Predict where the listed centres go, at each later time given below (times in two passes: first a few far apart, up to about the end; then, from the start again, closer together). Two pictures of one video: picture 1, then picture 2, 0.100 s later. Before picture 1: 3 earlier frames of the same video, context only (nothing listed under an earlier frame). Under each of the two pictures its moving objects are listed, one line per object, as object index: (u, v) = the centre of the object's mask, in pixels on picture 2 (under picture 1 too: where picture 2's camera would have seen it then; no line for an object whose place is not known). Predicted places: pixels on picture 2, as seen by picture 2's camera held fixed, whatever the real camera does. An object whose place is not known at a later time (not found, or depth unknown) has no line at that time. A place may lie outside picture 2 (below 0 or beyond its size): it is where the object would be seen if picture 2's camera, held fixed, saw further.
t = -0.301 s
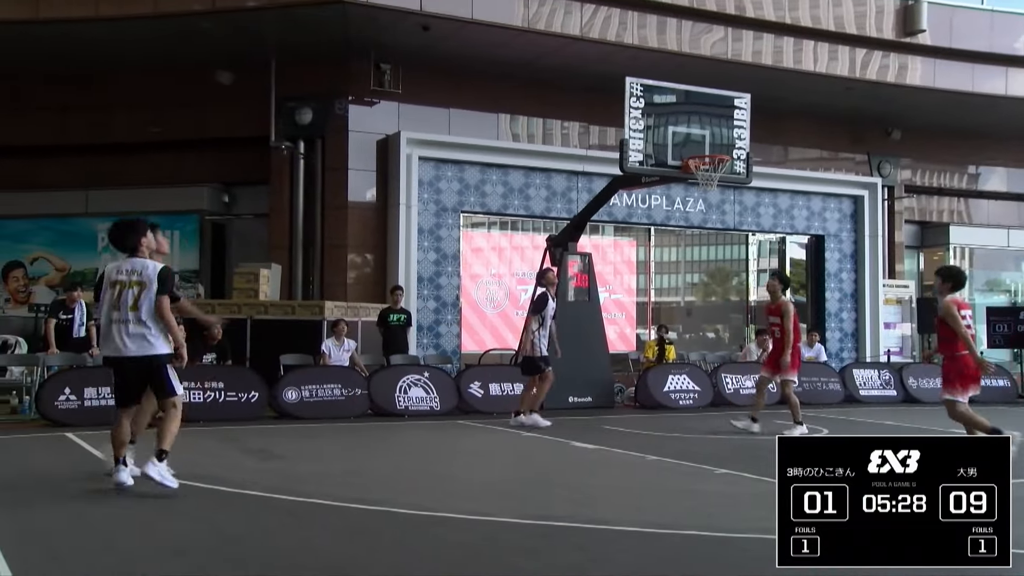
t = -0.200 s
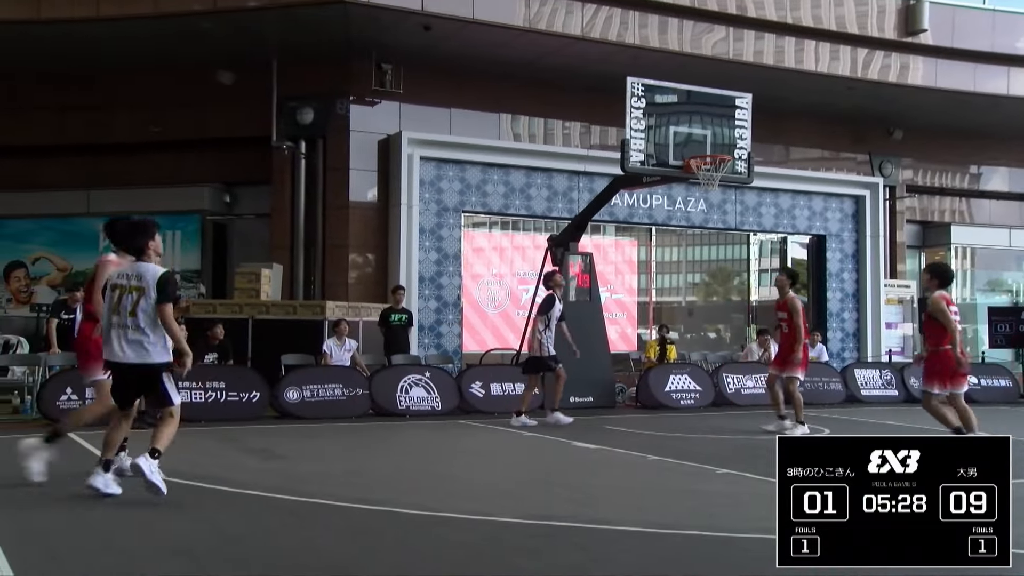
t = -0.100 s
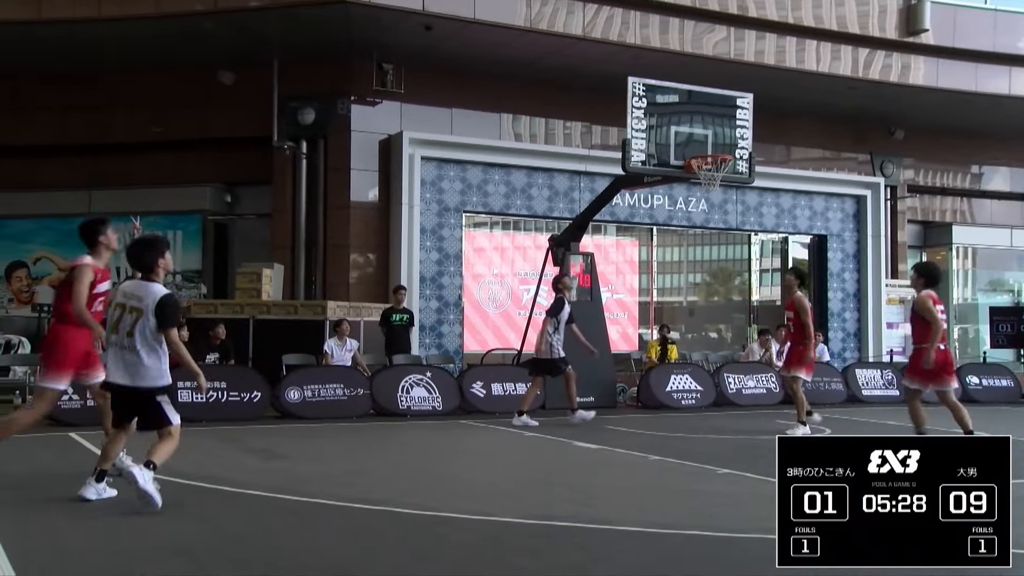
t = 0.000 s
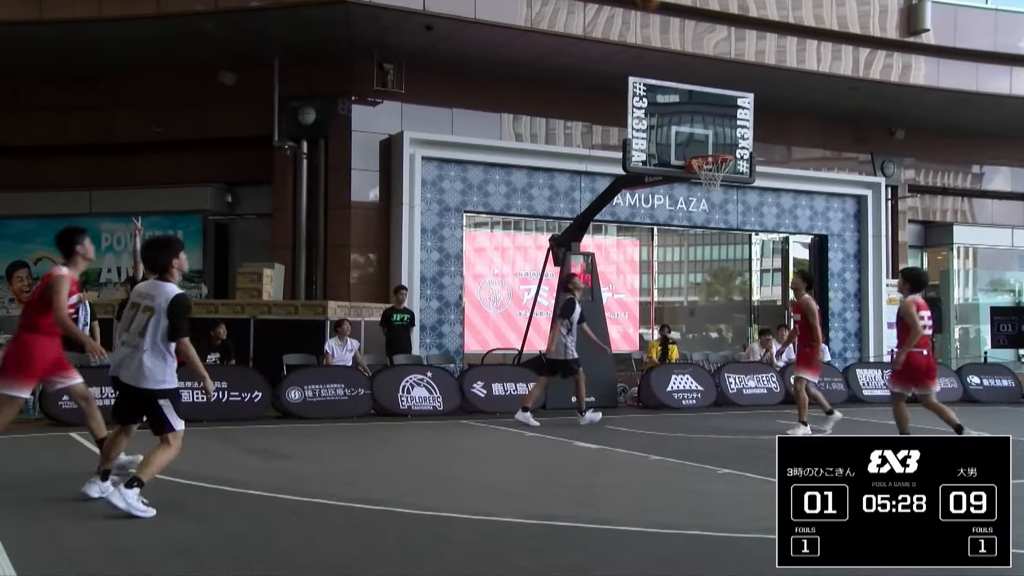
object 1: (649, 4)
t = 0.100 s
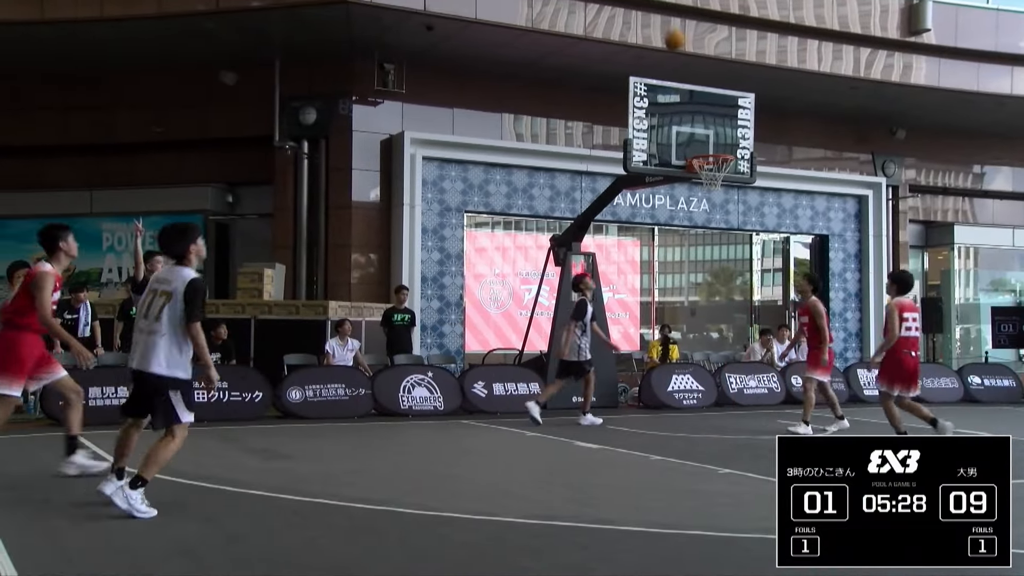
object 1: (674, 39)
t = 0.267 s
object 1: (715, 123)
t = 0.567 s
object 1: (683, 99)
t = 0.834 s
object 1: (650, 70)
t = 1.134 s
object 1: (610, 111)
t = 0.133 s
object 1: (685, 55)
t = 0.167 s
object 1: (693, 71)
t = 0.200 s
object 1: (700, 88)
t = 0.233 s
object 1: (709, 105)
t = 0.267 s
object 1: (715, 123)
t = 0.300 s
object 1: (723, 143)
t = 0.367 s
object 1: (709, 151)
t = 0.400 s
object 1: (702, 146)
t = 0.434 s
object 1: (698, 135)
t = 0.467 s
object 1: (694, 125)
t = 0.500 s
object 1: (691, 115)
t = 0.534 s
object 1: (686, 106)
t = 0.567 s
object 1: (683, 99)
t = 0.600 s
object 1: (679, 93)
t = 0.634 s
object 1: (674, 86)
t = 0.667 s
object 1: (670, 81)
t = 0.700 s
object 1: (666, 77)
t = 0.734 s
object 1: (663, 74)
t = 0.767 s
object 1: (658, 72)
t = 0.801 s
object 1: (654, 70)
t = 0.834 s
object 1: (650, 70)
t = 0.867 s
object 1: (645, 70)
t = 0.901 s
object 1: (641, 72)
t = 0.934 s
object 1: (637, 75)
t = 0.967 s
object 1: (633, 78)
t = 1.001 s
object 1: (628, 82)
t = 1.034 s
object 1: (623, 89)
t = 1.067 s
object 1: (619, 94)
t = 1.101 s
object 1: (615, 103)
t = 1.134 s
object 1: (610, 111)
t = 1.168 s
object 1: (606, 121)
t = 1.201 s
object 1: (601, 131)
